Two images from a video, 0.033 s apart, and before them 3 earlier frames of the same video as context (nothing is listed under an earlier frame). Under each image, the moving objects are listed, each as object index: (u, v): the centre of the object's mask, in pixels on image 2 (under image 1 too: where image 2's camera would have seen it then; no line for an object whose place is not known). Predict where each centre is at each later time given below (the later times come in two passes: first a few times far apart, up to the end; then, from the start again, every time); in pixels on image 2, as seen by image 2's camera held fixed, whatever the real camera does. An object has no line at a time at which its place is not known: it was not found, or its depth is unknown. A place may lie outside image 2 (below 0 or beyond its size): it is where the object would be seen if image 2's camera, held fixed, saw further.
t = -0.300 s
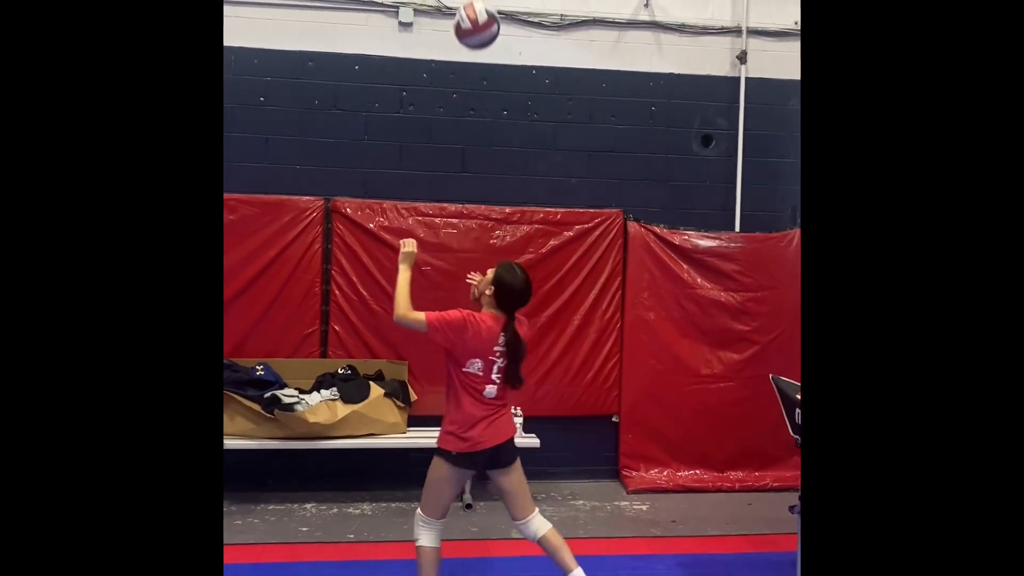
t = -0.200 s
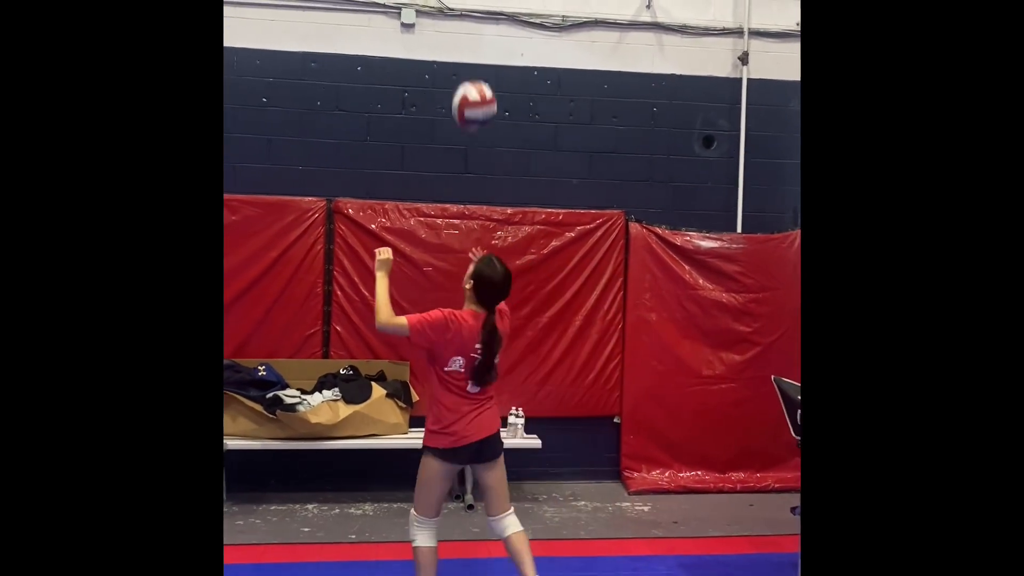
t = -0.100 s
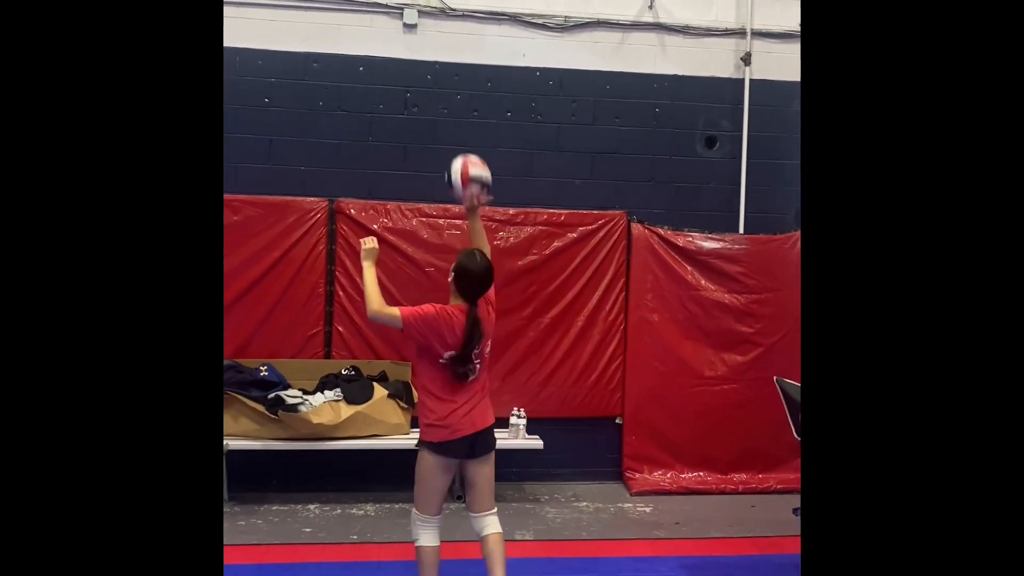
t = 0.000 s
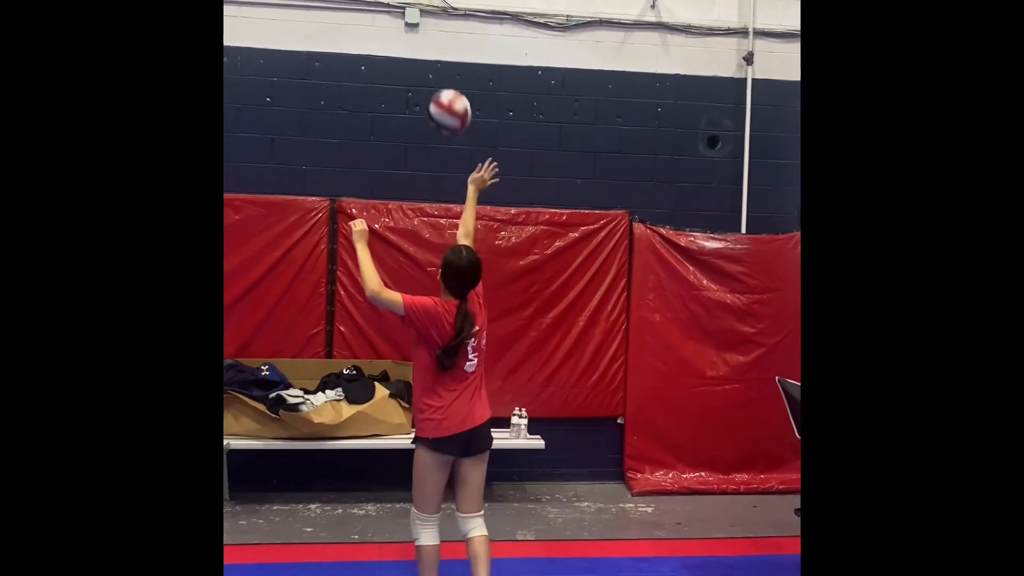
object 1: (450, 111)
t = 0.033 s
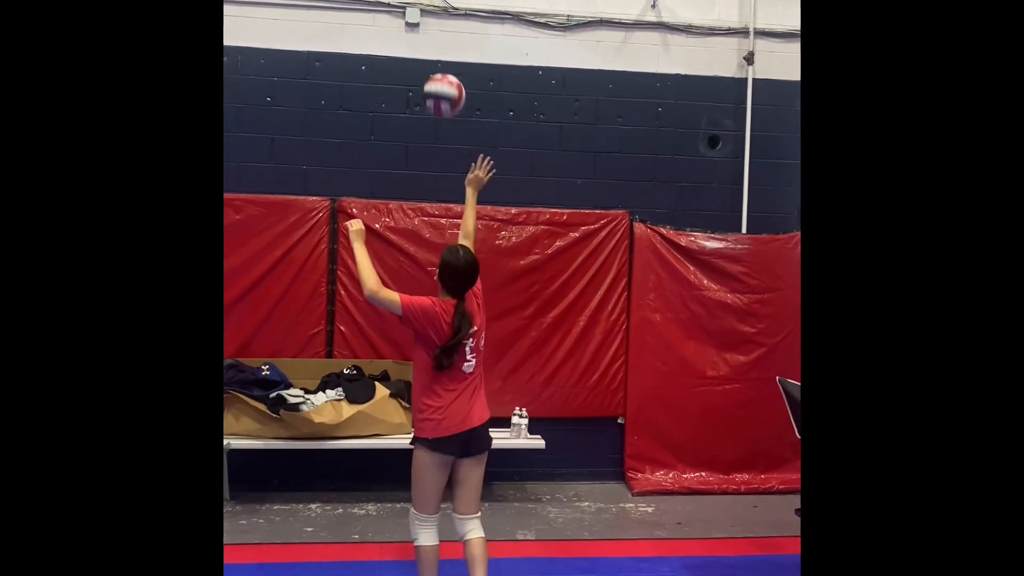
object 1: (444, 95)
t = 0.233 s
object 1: (407, 53)
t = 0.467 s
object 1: (371, 96)
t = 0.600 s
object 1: (352, 156)
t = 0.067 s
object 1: (437, 82)
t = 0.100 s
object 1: (431, 72)
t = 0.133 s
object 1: (425, 63)
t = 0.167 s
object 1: (419, 57)
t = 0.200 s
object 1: (413, 55)
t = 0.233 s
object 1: (407, 53)
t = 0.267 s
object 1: (402, 54)
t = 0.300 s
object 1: (396, 57)
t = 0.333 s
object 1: (391, 61)
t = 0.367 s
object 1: (385, 67)
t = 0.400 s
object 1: (381, 74)
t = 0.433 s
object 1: (376, 84)
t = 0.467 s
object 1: (371, 96)
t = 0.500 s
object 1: (366, 108)
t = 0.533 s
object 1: (362, 123)
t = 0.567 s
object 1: (357, 138)
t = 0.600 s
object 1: (352, 156)
